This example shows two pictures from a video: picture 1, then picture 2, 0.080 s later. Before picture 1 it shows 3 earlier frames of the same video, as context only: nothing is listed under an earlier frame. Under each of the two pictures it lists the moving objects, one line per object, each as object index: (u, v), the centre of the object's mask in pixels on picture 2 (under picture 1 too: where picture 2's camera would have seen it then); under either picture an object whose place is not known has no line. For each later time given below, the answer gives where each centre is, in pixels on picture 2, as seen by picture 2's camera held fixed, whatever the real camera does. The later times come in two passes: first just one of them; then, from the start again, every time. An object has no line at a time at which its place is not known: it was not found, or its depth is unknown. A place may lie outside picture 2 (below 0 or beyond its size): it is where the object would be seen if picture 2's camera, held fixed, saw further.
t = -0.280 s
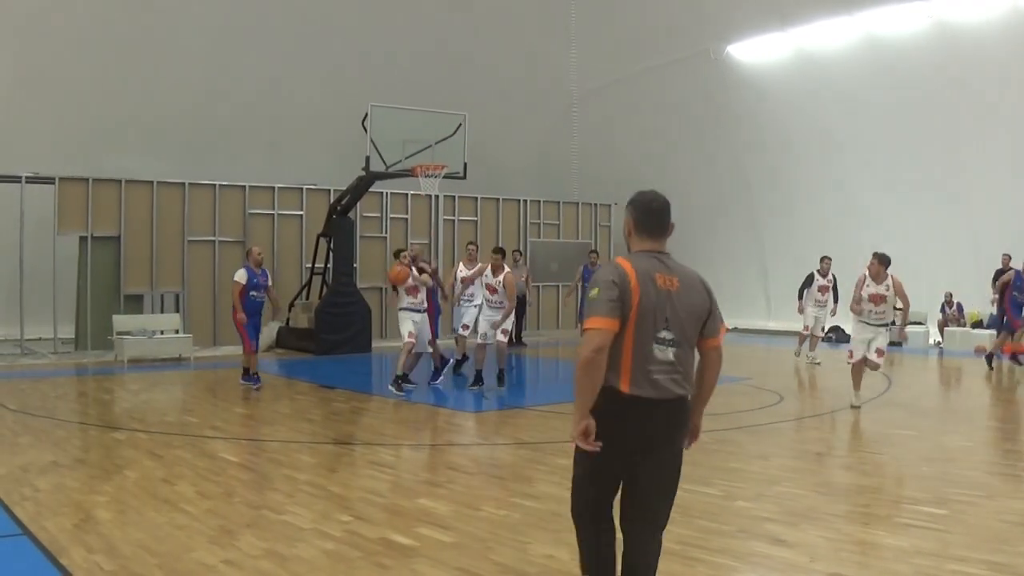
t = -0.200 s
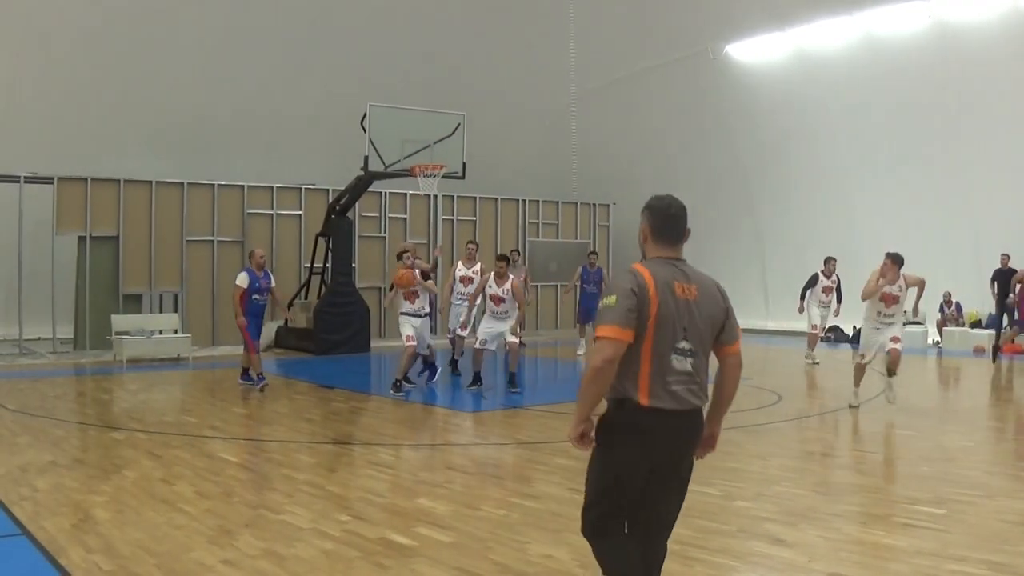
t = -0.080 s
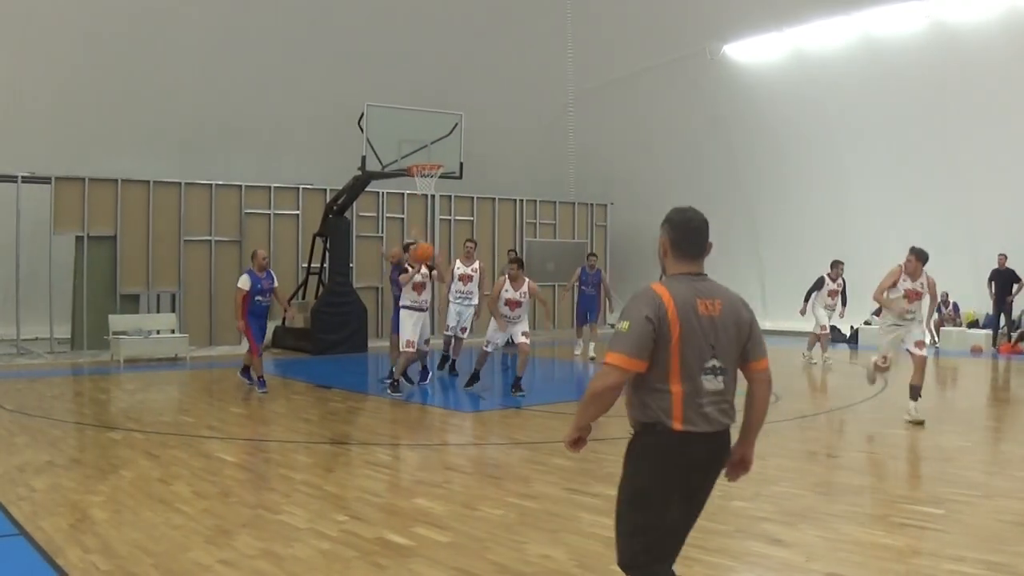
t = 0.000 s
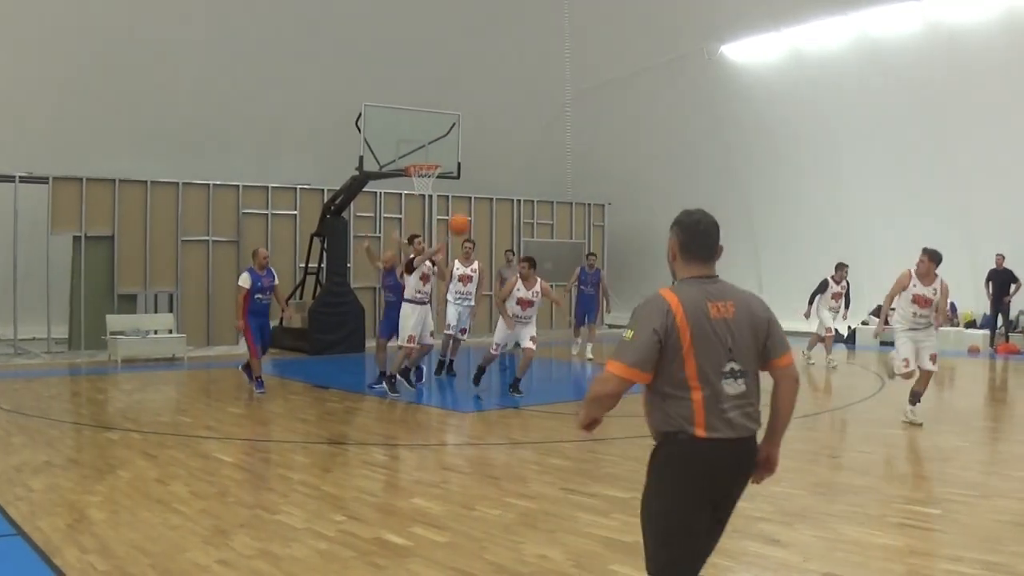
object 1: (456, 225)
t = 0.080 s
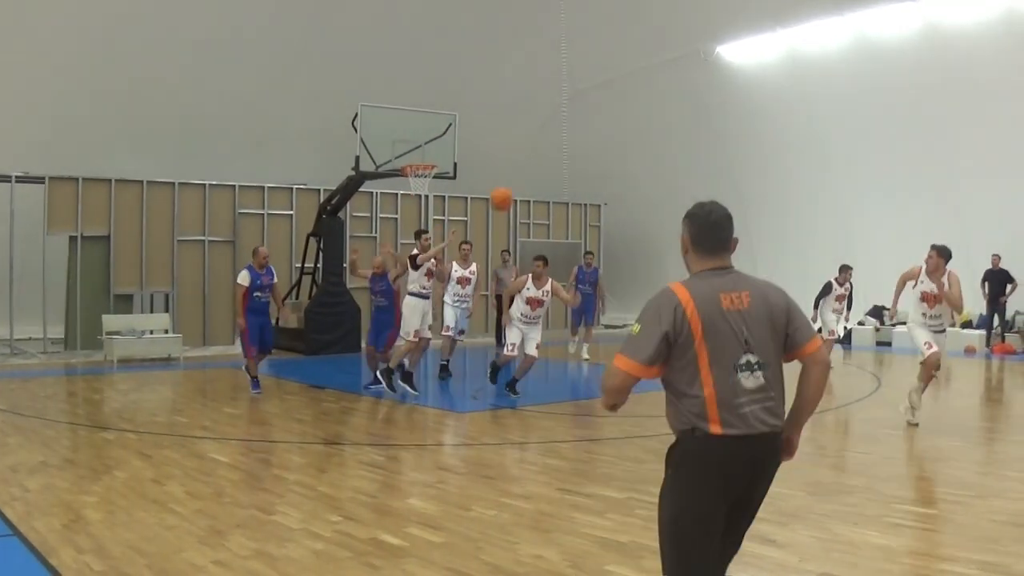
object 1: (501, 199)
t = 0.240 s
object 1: (607, 160)
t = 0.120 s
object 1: (526, 188)
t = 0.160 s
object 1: (551, 177)
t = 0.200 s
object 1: (578, 167)
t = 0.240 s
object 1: (607, 160)
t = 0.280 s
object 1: (637, 153)
